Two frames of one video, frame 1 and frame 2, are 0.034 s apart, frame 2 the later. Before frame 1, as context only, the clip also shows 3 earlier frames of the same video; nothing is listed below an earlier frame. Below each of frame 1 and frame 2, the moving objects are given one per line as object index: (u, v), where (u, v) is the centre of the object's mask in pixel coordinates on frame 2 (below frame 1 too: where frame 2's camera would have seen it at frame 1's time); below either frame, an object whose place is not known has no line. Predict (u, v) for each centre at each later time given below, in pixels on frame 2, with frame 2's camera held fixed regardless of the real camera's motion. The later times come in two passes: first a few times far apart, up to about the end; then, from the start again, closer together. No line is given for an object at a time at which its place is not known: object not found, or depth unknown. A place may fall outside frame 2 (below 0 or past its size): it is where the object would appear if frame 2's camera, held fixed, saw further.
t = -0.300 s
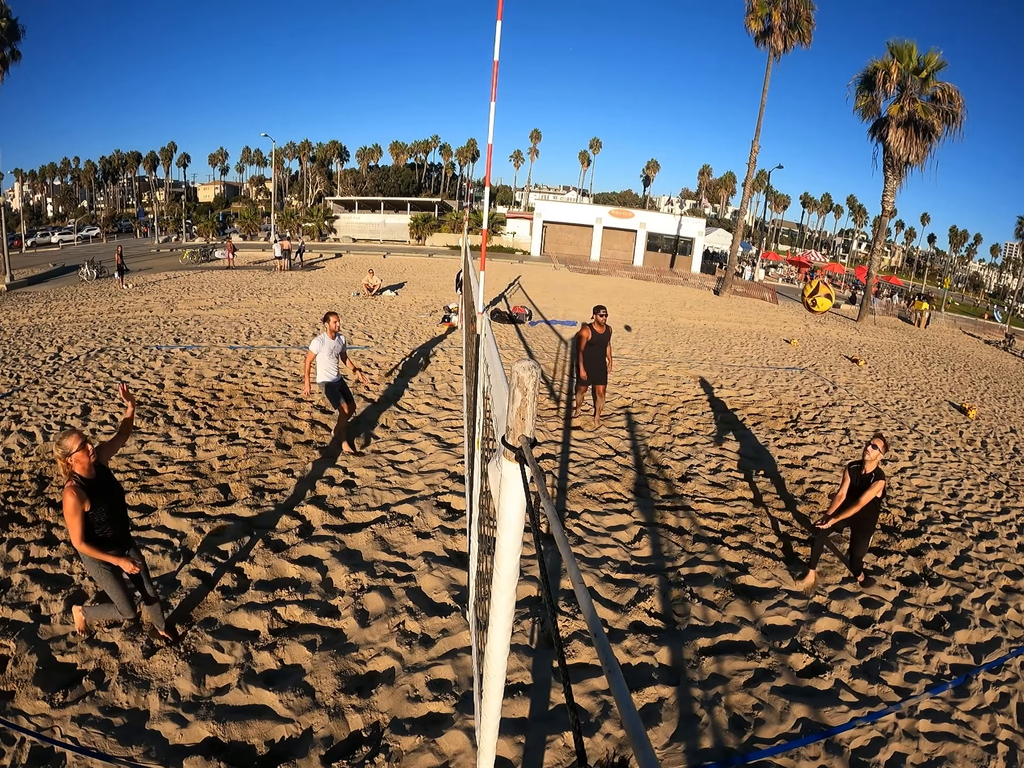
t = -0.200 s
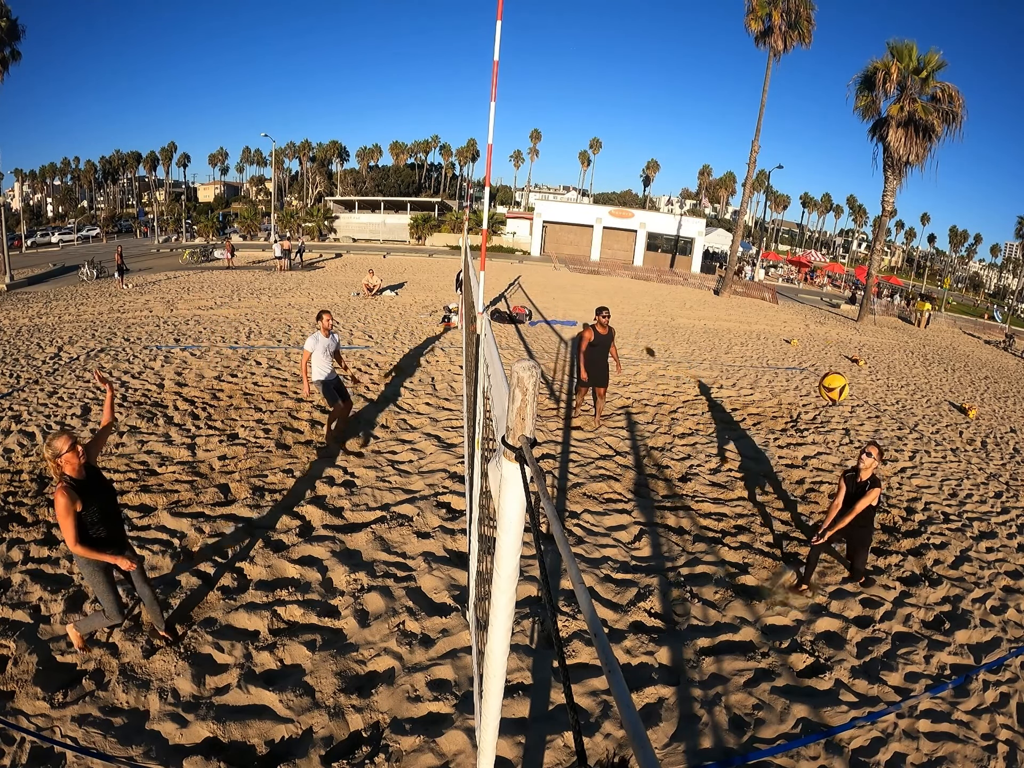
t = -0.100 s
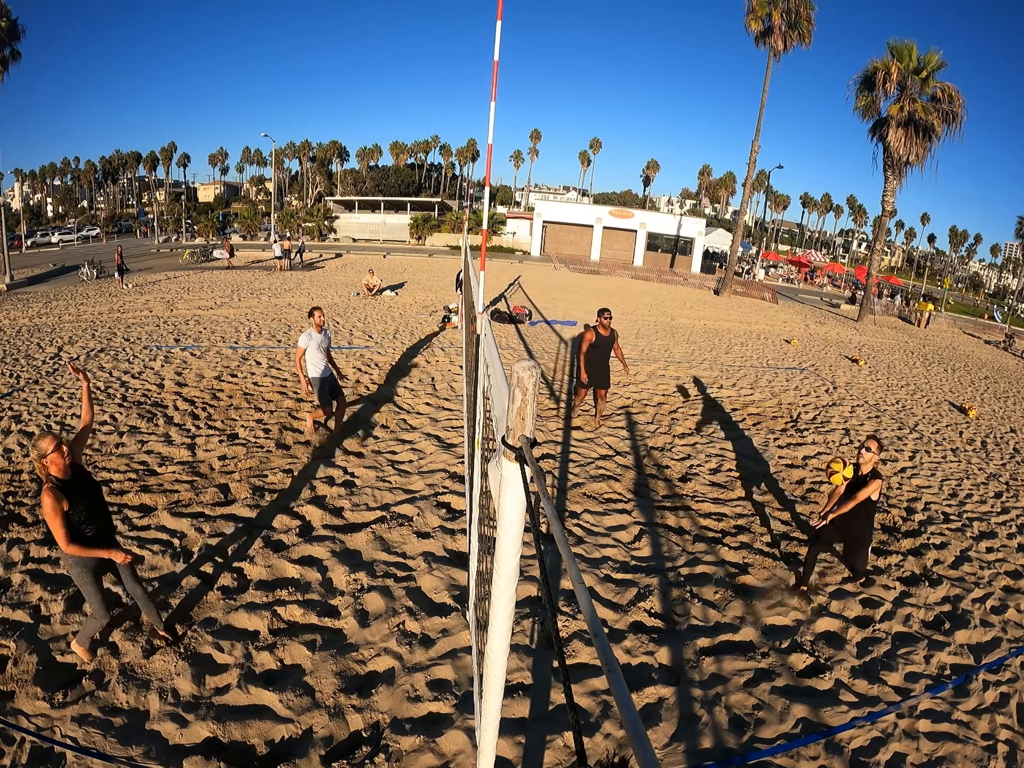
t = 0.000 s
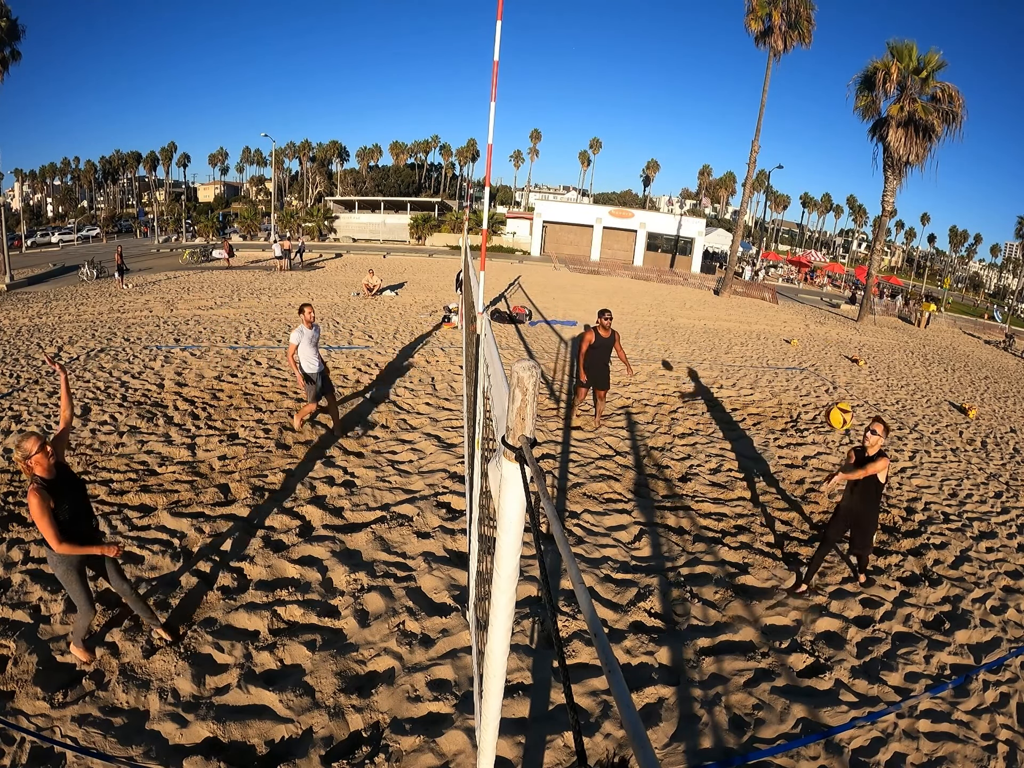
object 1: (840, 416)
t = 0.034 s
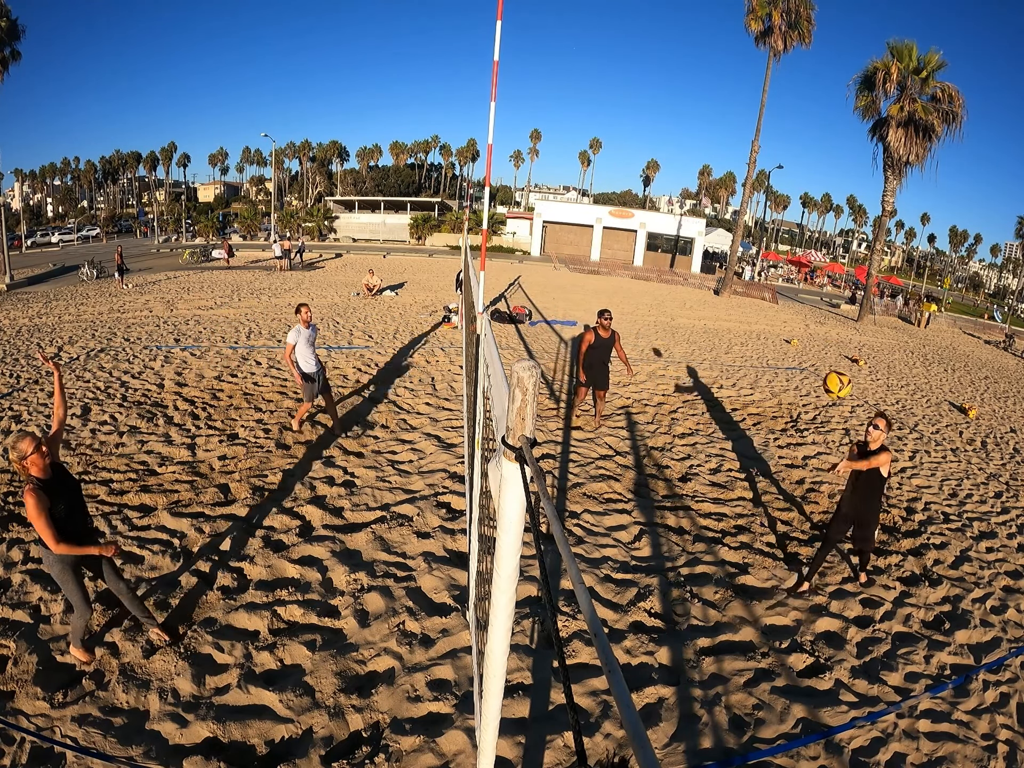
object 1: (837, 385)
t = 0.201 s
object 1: (813, 240)
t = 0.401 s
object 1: (765, 124)
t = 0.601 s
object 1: (714, 72)
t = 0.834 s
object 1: (656, 75)
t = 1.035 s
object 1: (609, 125)
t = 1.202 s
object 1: (572, 195)
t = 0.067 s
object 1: (834, 353)
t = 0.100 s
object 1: (830, 323)
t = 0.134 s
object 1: (825, 294)
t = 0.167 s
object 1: (819, 266)
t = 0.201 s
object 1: (813, 240)
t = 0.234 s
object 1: (805, 216)
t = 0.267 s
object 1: (797, 194)
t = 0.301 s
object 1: (790, 174)
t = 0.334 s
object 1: (781, 155)
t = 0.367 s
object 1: (773, 139)
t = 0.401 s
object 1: (765, 124)
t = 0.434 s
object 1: (756, 111)
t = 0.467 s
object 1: (748, 100)
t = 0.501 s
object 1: (739, 91)
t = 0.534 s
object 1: (731, 83)
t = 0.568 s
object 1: (722, 76)
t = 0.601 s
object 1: (714, 72)
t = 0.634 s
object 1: (705, 68)
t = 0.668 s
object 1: (697, 66)
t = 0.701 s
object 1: (689, 65)
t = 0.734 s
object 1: (680, 65)
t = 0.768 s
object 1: (672, 67)
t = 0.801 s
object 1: (664, 71)
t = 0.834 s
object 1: (656, 75)
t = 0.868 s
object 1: (648, 81)
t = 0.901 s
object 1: (640, 87)
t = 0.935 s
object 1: (632, 95)
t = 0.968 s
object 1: (625, 104)
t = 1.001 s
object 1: (617, 114)
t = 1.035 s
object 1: (609, 125)
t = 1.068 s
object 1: (602, 138)
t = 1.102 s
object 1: (594, 151)
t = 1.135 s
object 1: (587, 165)
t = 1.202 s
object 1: (572, 195)
